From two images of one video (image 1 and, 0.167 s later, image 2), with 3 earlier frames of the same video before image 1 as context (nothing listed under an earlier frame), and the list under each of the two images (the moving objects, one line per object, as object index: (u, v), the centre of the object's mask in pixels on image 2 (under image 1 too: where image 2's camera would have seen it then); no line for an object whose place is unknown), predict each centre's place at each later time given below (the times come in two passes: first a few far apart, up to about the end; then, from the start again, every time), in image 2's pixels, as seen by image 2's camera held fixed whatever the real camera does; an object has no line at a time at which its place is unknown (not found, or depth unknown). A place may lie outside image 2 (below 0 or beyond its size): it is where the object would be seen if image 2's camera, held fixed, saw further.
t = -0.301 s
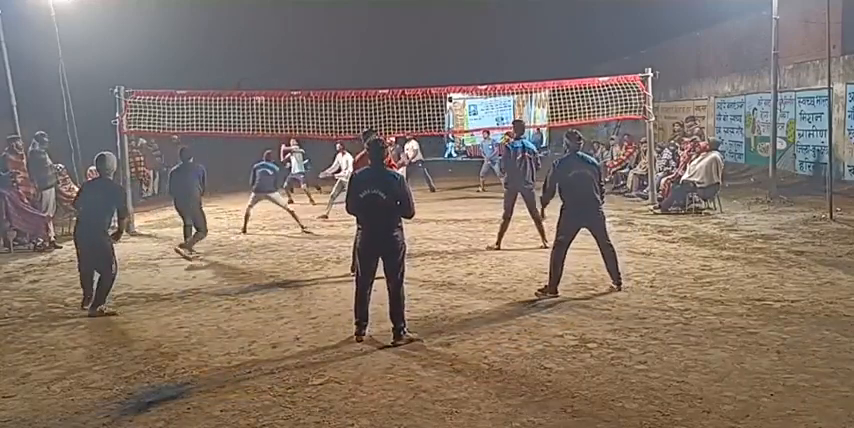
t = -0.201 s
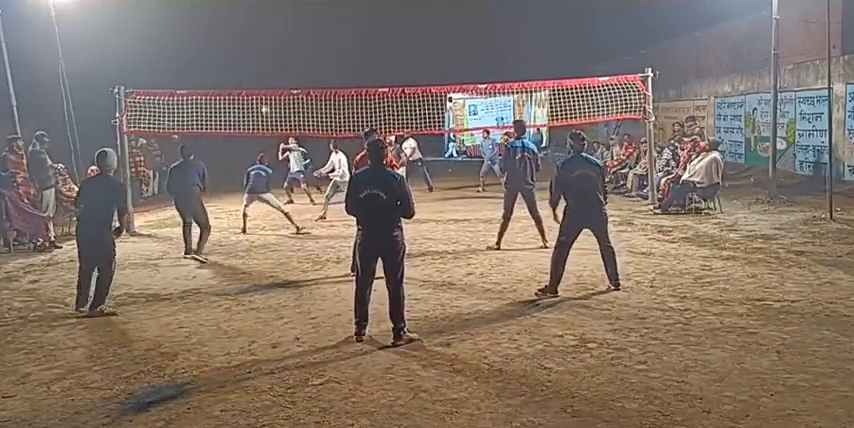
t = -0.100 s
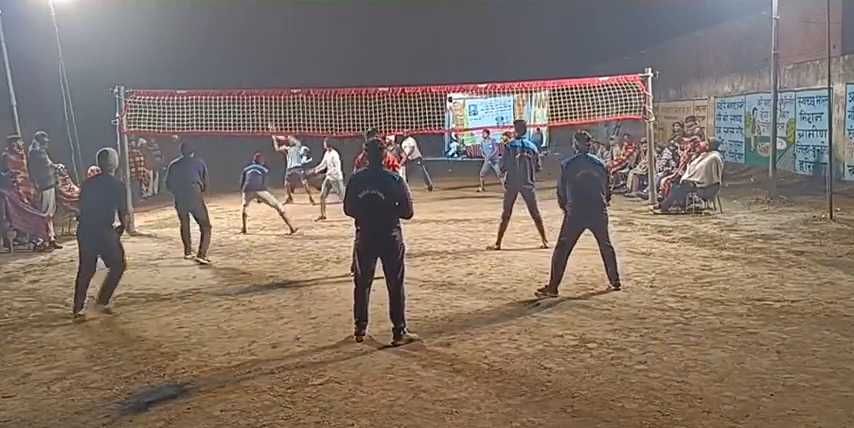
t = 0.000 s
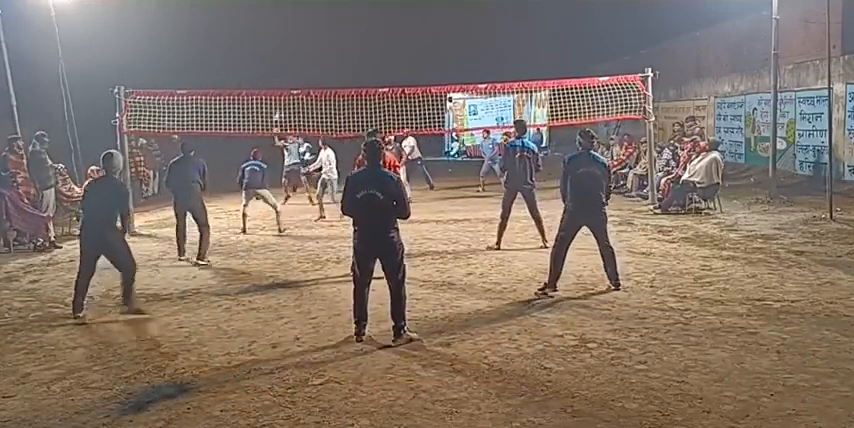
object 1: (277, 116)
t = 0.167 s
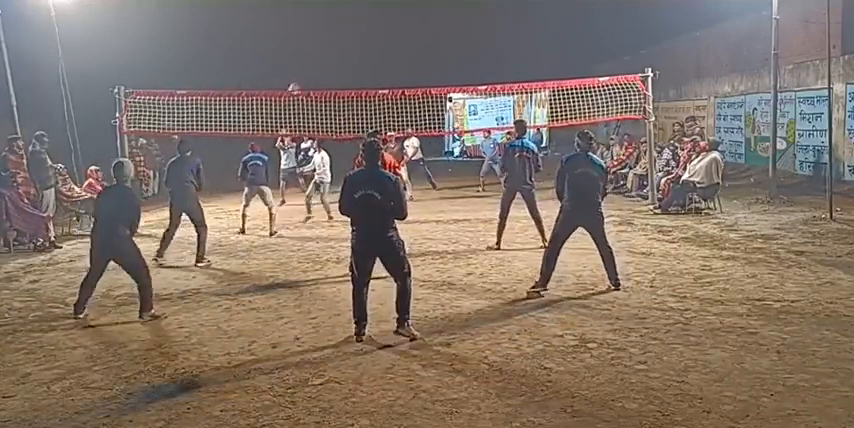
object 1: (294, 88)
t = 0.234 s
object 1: (300, 78)
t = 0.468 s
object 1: (332, 59)
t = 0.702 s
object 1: (379, 67)
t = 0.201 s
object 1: (296, 83)
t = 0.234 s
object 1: (300, 78)
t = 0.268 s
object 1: (304, 74)
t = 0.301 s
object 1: (308, 70)
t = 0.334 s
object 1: (313, 67)
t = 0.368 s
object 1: (317, 65)
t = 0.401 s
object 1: (322, 62)
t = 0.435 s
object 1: (327, 60)
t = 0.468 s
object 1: (332, 59)
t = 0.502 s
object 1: (338, 58)
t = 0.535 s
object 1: (343, 58)
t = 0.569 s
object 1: (350, 59)
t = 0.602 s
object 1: (356, 59)
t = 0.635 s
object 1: (363, 61)
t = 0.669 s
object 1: (371, 64)
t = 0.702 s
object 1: (379, 67)
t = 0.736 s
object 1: (386, 72)
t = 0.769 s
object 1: (394, 76)
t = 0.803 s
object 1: (403, 82)
